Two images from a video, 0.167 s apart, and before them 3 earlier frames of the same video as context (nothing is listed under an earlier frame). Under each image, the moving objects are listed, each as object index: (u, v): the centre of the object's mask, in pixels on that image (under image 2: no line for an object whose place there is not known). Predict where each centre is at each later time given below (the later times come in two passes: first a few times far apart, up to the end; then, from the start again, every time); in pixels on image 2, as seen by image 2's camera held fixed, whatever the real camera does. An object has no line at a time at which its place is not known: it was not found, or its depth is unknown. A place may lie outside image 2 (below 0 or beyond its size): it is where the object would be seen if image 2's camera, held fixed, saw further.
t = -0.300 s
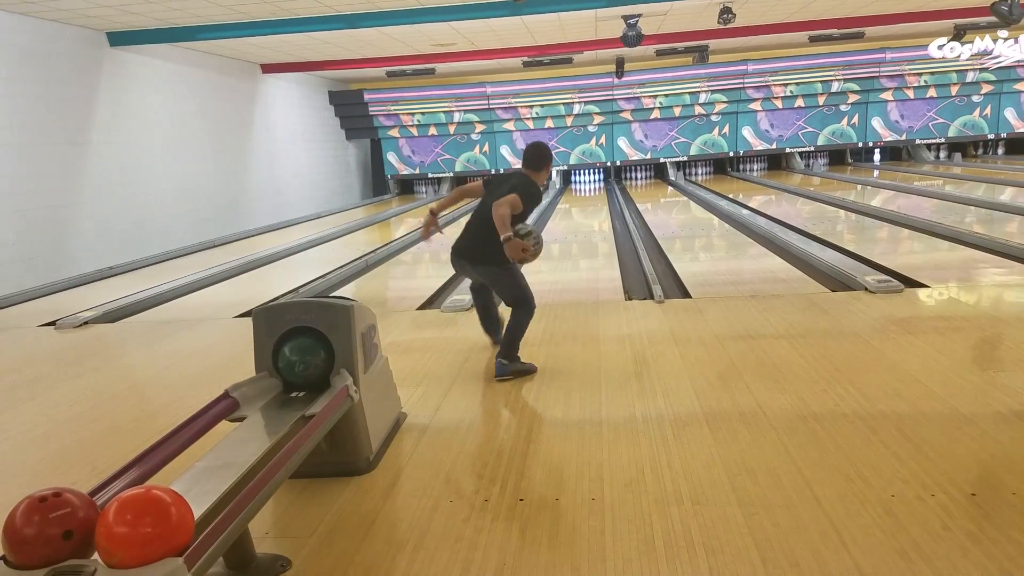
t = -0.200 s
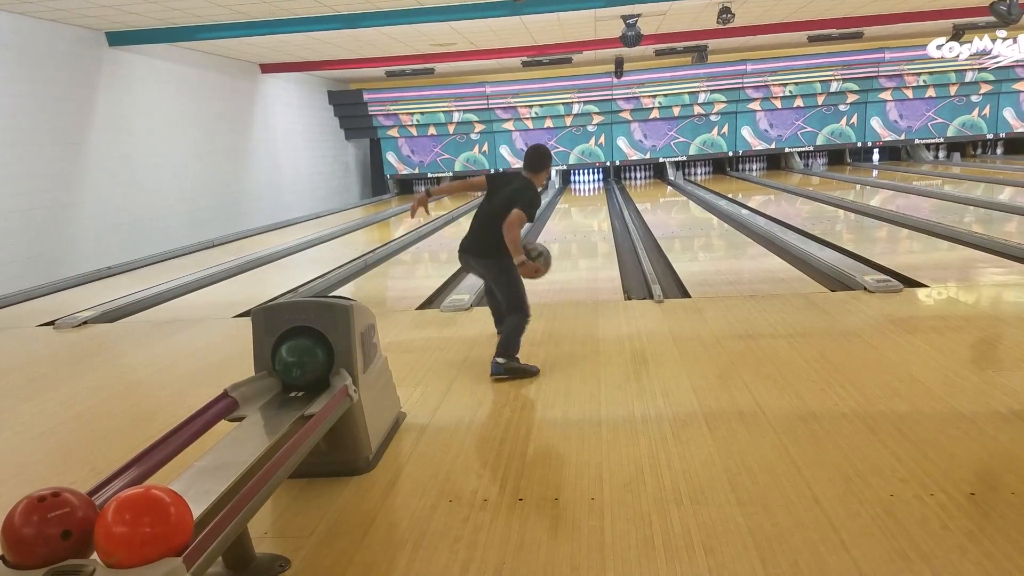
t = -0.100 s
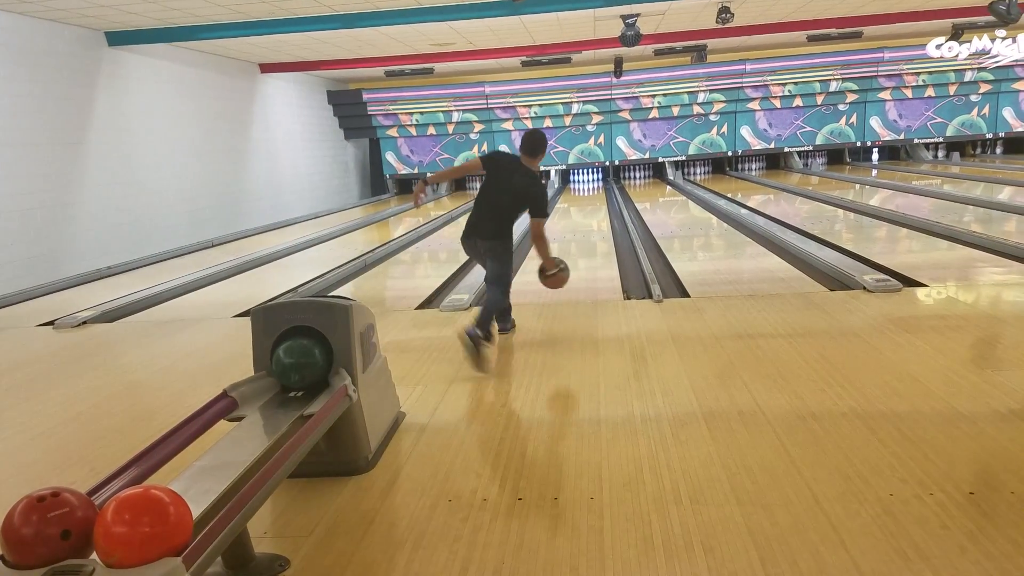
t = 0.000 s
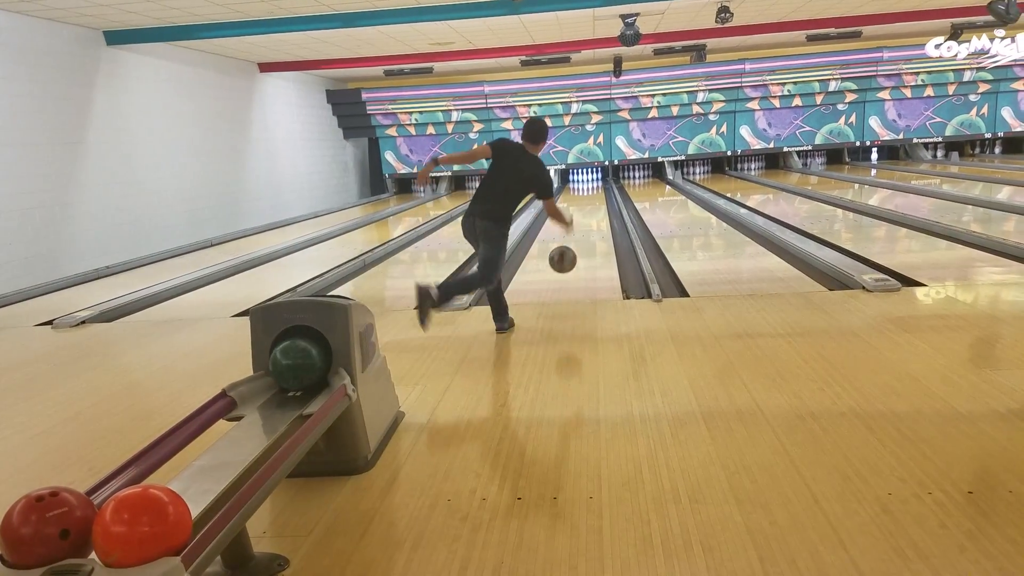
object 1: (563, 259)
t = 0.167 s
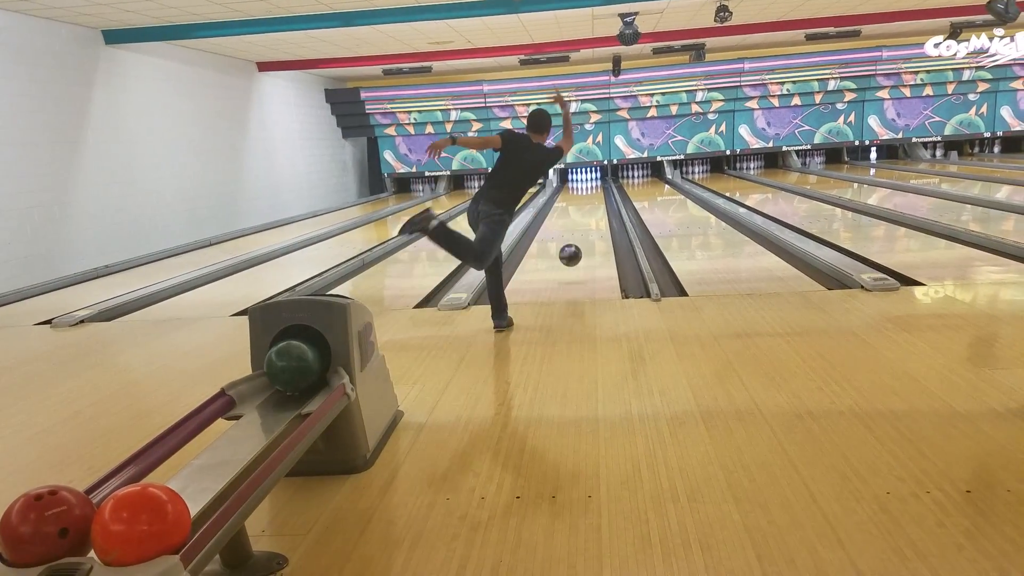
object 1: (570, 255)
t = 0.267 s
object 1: (574, 260)
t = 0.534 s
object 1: (580, 236)
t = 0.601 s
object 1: (581, 231)
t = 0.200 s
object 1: (572, 258)
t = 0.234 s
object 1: (573, 261)
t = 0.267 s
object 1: (574, 260)
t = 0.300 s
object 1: (575, 255)
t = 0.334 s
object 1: (576, 252)
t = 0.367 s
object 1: (577, 250)
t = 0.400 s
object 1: (578, 247)
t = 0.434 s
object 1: (578, 244)
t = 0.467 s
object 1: (579, 241)
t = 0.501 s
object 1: (580, 239)
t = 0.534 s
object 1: (580, 236)
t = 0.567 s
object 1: (581, 234)
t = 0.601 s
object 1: (581, 231)
